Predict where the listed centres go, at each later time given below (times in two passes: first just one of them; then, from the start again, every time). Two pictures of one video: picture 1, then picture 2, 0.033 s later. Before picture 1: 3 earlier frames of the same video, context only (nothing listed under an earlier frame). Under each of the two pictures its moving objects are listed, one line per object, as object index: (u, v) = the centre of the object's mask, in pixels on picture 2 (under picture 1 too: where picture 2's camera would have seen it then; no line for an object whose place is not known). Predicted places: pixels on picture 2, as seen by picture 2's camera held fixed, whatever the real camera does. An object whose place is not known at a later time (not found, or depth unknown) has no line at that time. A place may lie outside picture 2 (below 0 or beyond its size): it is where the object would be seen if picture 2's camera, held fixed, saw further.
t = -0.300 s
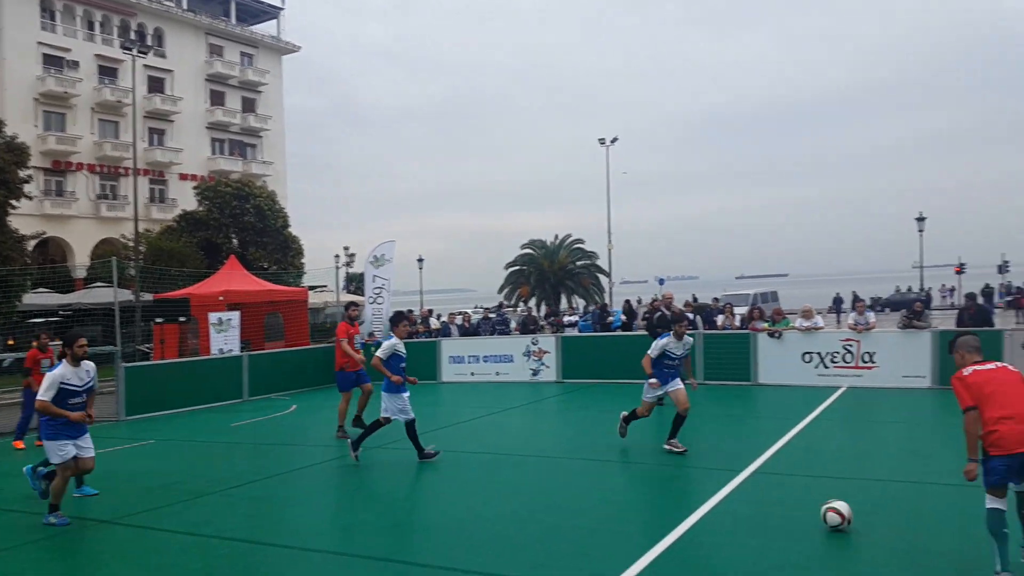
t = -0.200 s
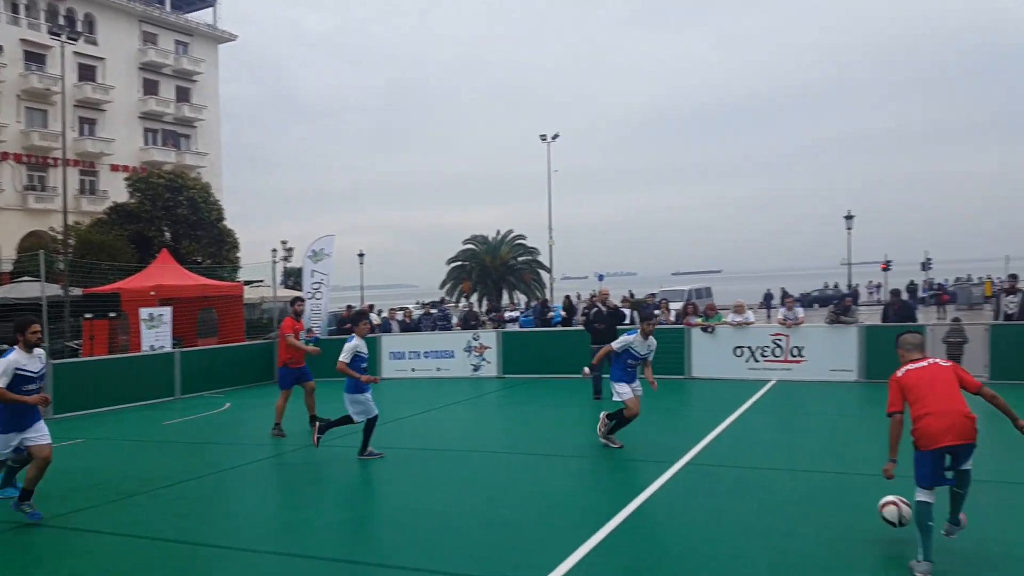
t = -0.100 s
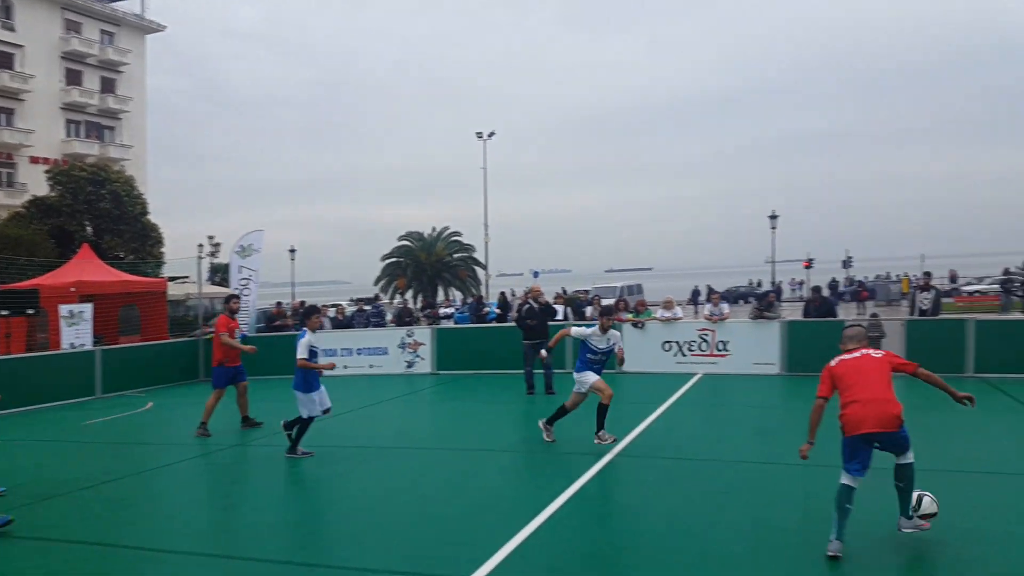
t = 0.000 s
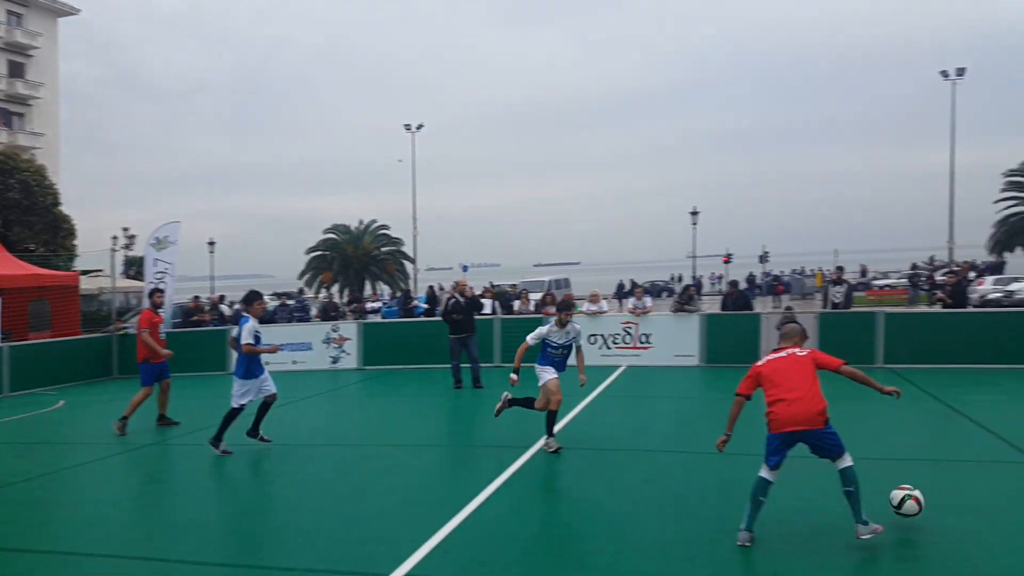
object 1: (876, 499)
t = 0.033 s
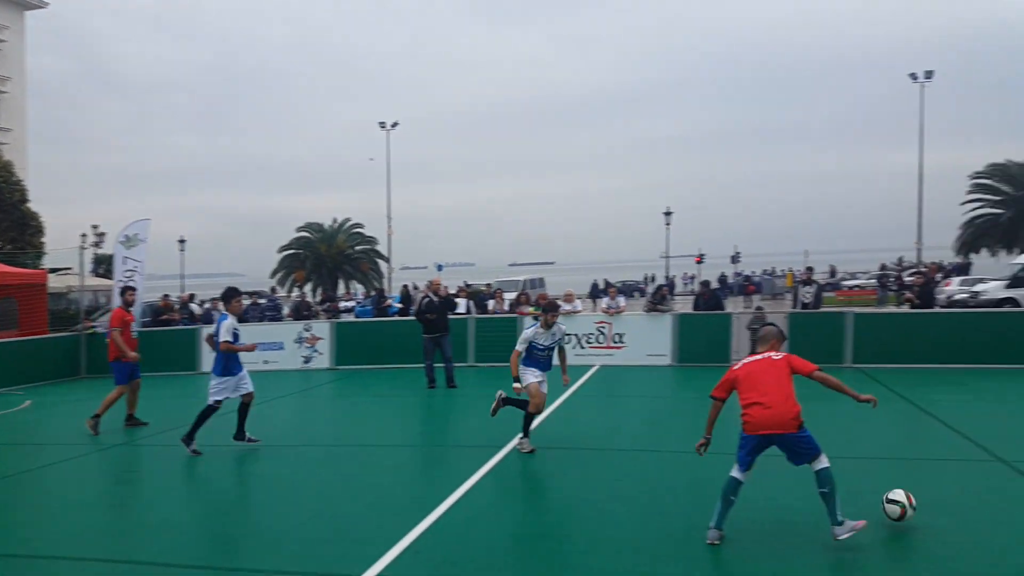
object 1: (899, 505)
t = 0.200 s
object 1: (1018, 505)
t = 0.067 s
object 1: (922, 512)
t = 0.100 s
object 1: (944, 510)
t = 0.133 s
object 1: (969, 507)
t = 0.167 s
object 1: (993, 506)
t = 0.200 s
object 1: (1018, 505)
